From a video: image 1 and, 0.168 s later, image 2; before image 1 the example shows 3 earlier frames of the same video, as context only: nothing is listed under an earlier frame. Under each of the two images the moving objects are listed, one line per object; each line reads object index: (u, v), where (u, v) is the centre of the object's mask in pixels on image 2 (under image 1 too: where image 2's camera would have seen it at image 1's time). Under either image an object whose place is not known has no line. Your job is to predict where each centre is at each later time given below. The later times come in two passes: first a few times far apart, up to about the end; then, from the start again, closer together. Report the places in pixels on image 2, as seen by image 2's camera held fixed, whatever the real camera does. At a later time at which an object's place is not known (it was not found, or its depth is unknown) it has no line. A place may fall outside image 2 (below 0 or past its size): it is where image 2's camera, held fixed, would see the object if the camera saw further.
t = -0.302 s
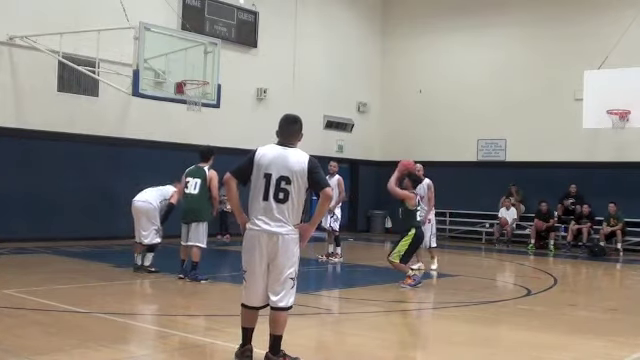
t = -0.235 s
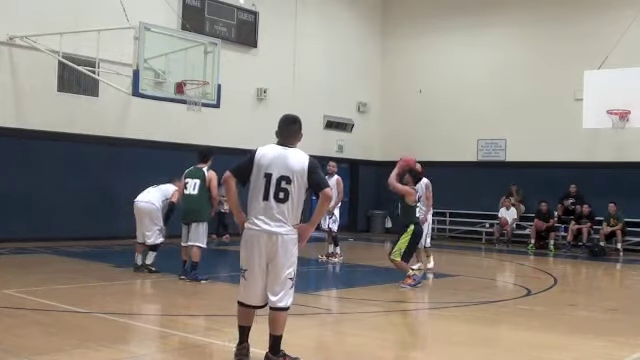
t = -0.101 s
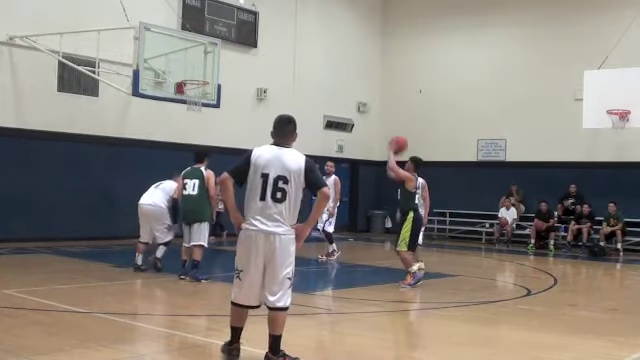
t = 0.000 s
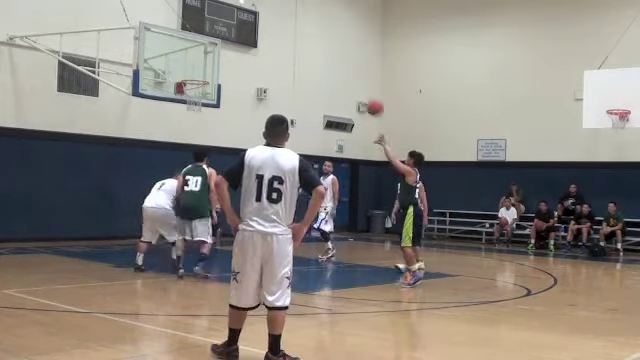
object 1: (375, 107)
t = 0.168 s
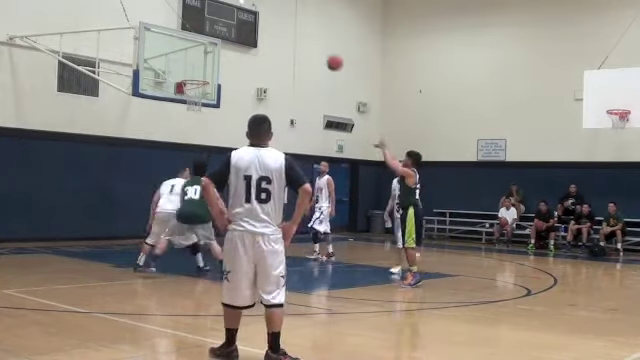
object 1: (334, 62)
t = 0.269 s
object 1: (312, 46)
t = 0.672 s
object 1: (231, 45)
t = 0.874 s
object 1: (195, 77)
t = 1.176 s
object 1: (208, 60)
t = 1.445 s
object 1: (225, 75)
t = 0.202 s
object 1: (327, 56)
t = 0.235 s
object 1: (319, 51)
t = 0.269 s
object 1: (312, 46)
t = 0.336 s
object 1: (297, 39)
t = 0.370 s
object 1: (290, 37)
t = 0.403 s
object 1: (283, 35)
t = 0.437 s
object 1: (276, 34)
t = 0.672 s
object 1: (231, 45)
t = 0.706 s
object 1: (225, 48)
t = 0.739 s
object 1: (218, 54)
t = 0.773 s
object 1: (212, 59)
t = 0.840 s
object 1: (201, 71)
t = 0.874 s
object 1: (195, 77)
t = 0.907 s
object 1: (193, 79)
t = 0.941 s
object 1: (193, 78)
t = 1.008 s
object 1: (197, 71)
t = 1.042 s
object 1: (199, 68)
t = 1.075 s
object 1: (201, 65)
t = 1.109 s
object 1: (203, 63)
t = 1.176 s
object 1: (208, 60)
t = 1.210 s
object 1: (210, 60)
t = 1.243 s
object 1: (212, 60)
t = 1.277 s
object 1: (215, 61)
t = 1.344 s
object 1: (219, 65)
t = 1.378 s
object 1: (221, 67)
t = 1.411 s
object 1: (223, 71)
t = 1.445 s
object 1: (225, 75)
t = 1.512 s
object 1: (228, 84)
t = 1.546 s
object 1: (230, 89)
